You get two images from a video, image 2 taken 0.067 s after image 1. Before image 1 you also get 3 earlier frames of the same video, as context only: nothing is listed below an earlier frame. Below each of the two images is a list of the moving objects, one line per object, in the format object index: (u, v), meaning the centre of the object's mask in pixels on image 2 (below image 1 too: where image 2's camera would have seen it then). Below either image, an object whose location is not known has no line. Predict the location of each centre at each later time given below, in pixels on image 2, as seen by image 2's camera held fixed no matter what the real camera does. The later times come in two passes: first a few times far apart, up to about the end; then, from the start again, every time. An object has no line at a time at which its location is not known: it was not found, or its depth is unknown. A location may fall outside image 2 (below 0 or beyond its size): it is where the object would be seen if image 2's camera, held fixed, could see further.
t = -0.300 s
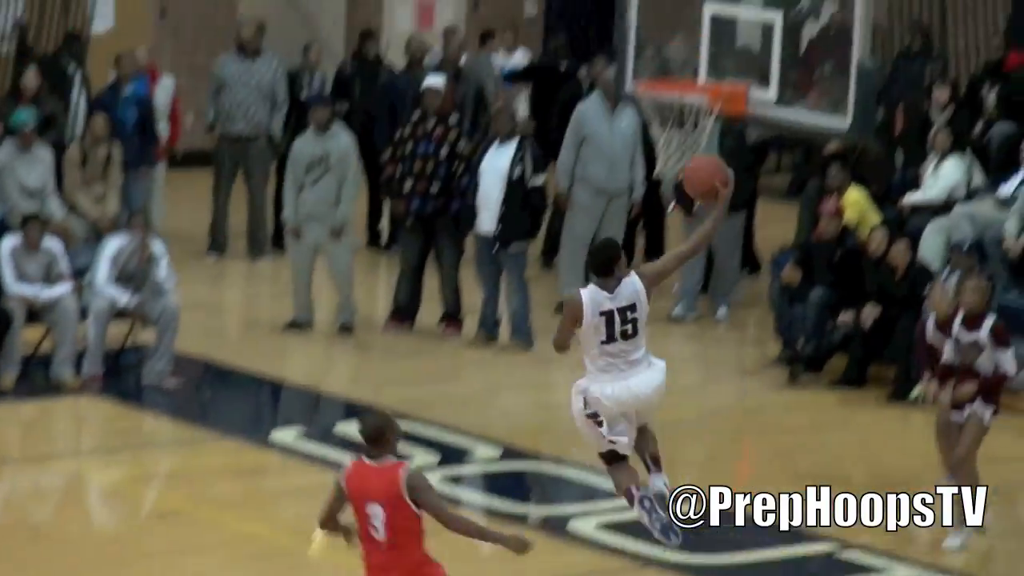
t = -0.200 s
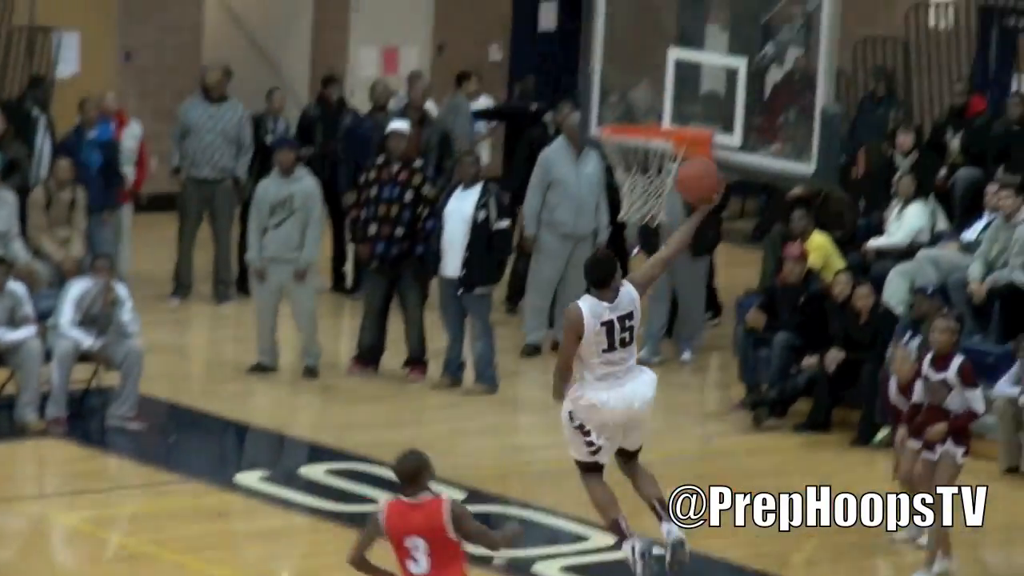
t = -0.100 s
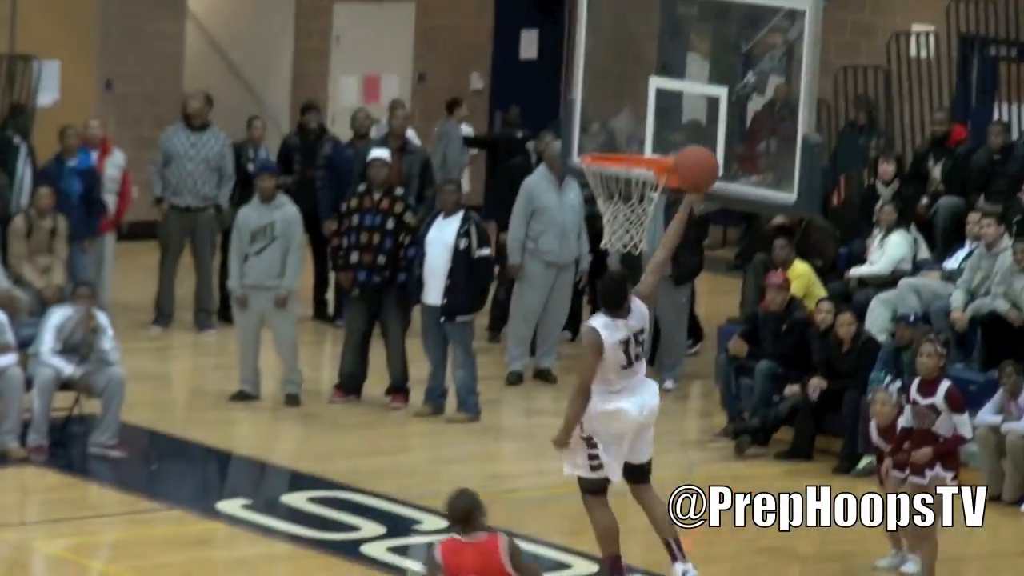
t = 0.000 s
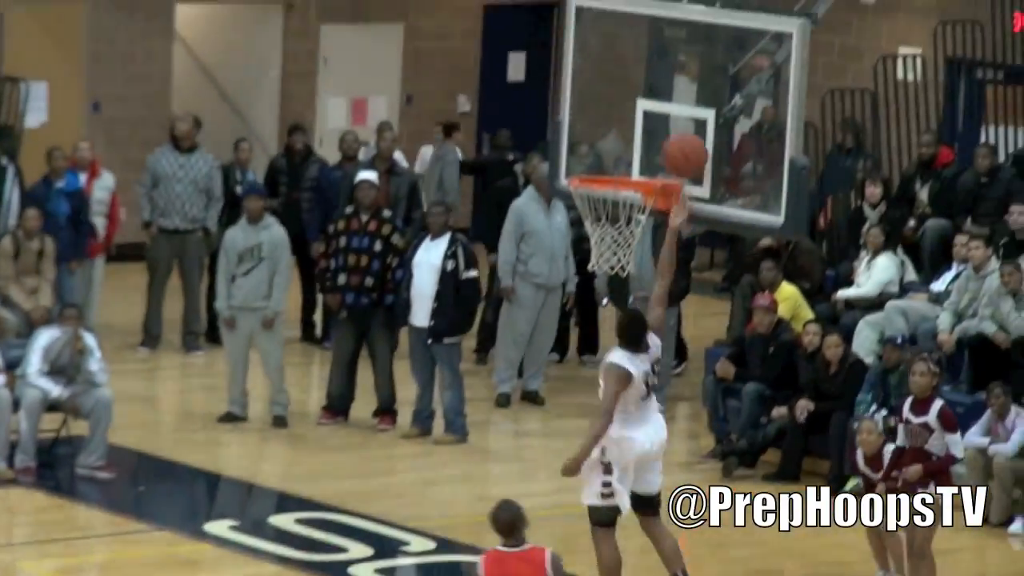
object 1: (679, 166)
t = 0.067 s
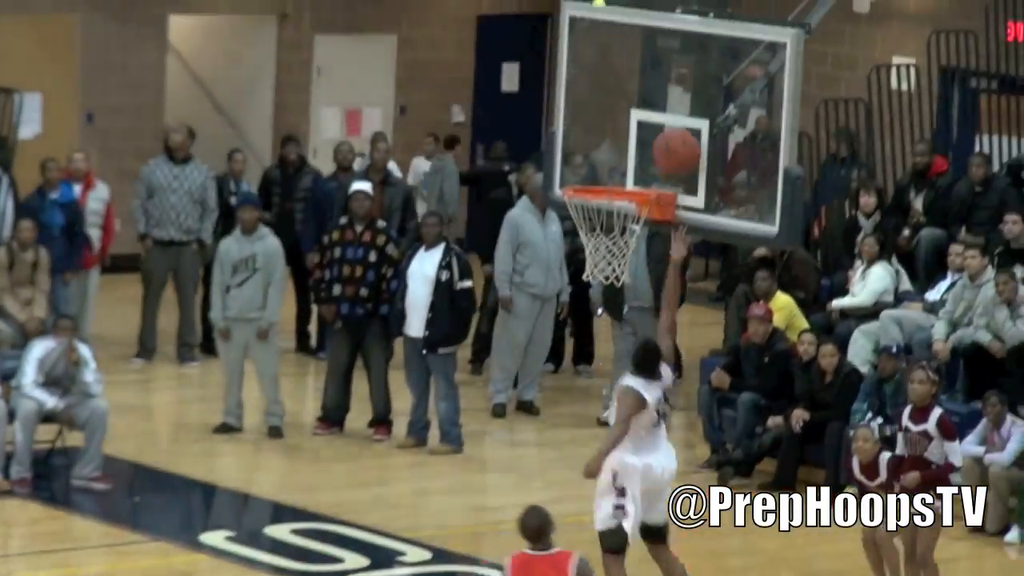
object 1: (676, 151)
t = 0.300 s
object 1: (633, 155)
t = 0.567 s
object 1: (581, 263)
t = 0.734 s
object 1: (566, 356)
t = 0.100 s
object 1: (670, 146)
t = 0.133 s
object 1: (664, 142)
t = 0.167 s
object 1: (658, 141)
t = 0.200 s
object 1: (652, 142)
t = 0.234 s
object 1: (646, 144)
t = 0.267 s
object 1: (640, 148)
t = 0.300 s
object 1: (633, 155)
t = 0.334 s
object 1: (626, 164)
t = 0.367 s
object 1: (619, 174)
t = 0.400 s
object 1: (613, 181)
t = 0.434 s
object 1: (604, 202)
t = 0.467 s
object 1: (597, 218)
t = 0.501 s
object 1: (591, 236)
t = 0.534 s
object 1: (584, 253)
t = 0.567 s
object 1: (581, 263)
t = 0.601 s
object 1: (580, 279)
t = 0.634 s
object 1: (577, 296)
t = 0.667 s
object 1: (574, 313)
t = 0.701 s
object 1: (570, 333)
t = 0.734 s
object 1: (566, 356)
